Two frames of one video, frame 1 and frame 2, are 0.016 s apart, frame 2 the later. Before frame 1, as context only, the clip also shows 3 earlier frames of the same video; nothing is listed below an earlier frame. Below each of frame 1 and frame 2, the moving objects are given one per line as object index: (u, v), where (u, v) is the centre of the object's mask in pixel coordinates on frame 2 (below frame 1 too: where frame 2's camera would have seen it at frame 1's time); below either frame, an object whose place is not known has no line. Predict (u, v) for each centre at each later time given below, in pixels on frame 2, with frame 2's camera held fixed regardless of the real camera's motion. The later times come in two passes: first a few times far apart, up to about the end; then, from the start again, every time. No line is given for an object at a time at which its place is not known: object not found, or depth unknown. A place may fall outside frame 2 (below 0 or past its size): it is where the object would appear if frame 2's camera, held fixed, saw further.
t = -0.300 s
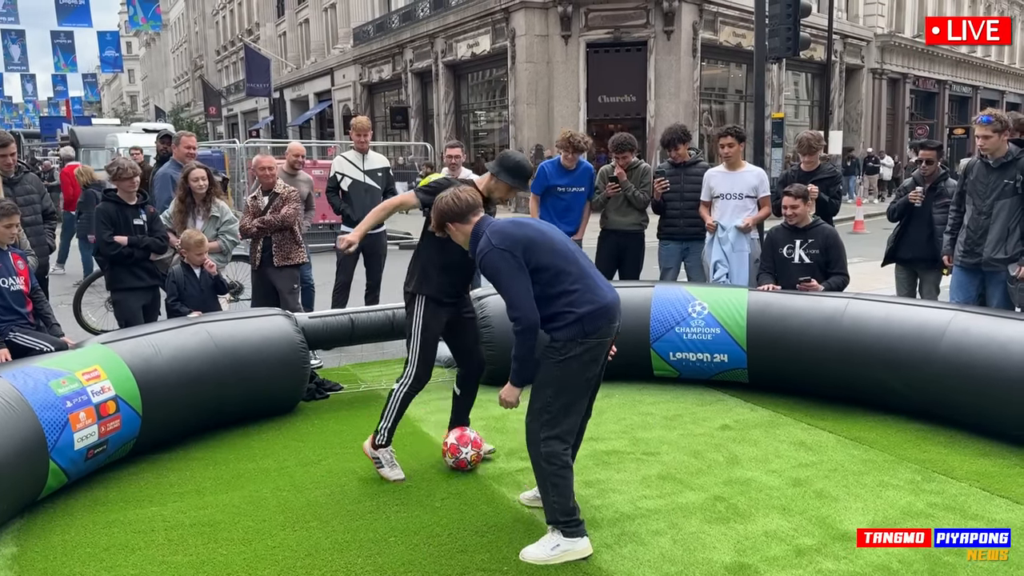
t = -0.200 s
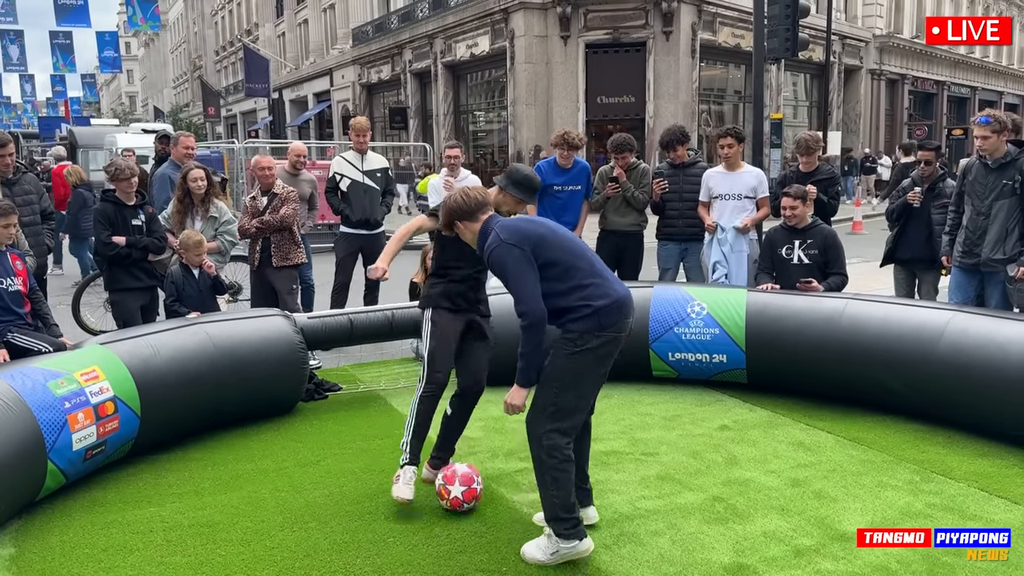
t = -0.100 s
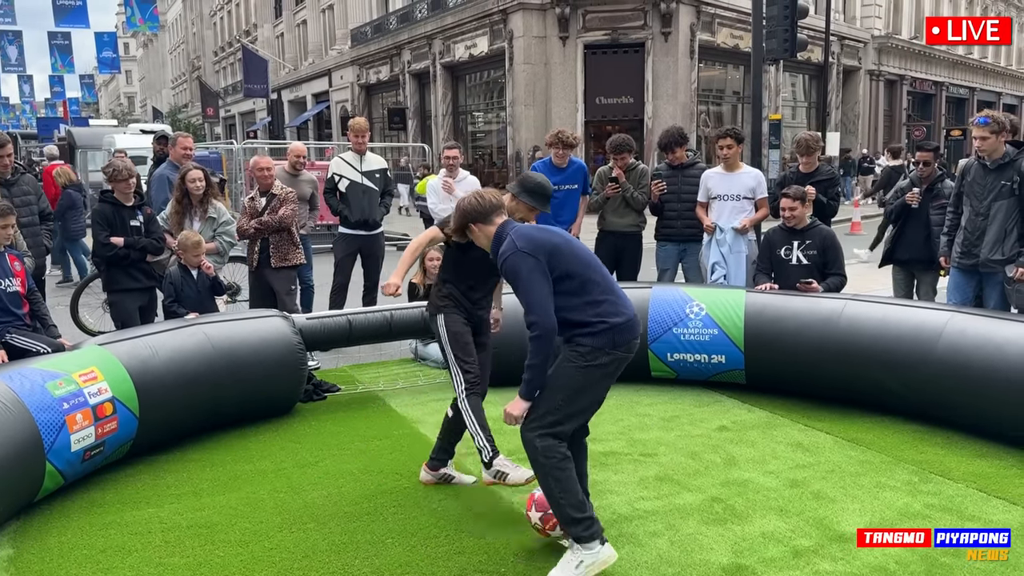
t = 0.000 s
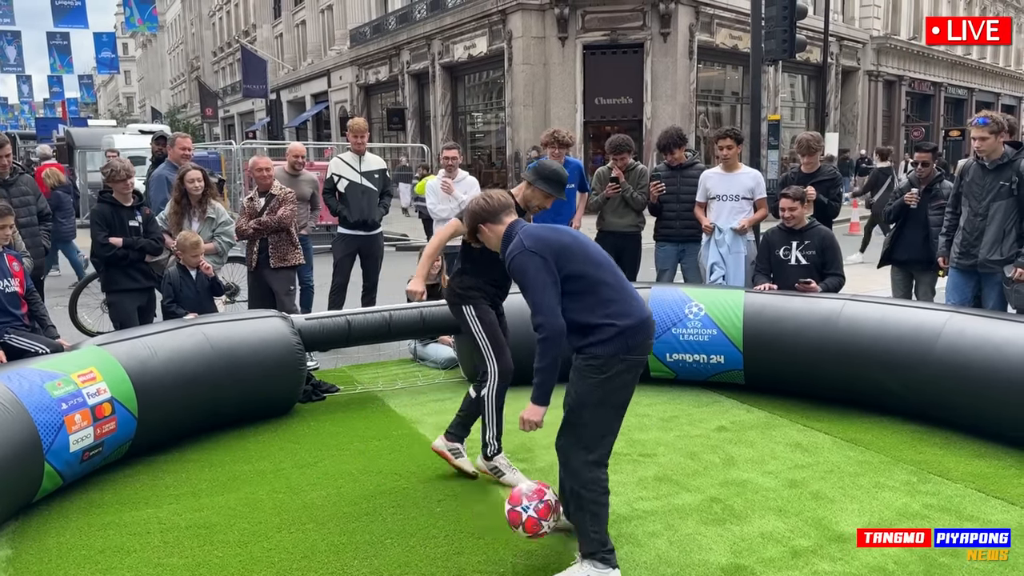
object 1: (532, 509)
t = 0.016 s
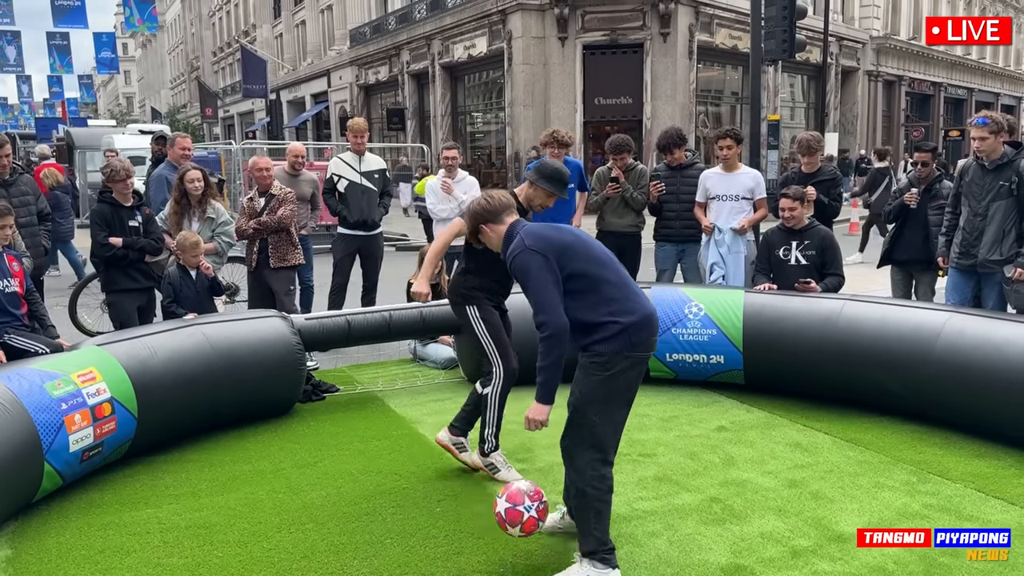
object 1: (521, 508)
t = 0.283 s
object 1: (392, 513)
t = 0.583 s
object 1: (330, 514)
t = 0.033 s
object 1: (510, 508)
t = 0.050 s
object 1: (499, 508)
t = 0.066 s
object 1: (488, 509)
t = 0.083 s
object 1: (478, 511)
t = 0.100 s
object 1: (467, 514)
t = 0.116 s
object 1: (456, 517)
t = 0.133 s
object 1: (446, 520)
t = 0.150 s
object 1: (435, 525)
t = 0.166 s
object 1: (425, 529)
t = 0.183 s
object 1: (419, 527)
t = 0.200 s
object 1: (414, 524)
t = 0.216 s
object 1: (409, 520)
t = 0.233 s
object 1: (405, 517)
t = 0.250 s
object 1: (400, 515)
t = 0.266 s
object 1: (396, 514)
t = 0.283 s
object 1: (392, 513)
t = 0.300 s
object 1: (387, 513)
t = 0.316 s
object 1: (383, 513)
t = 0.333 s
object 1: (378, 514)
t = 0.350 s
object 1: (374, 516)
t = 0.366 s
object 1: (370, 518)
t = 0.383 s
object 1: (365, 520)
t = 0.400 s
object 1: (362, 520)
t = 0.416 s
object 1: (359, 517)
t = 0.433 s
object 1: (356, 516)
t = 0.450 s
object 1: (353, 515)
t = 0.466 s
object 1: (351, 515)
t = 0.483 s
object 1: (348, 515)
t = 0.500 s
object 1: (345, 515)
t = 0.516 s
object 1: (343, 515)
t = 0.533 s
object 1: (339, 516)
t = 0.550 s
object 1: (337, 515)
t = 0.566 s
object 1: (333, 515)
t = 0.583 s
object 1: (330, 514)
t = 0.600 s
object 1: (327, 514)
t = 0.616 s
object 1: (324, 515)
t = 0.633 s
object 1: (321, 514)
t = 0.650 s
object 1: (318, 514)
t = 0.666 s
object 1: (315, 513)
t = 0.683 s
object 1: (312, 513)
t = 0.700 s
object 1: (309, 513)
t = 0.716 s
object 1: (306, 512)
